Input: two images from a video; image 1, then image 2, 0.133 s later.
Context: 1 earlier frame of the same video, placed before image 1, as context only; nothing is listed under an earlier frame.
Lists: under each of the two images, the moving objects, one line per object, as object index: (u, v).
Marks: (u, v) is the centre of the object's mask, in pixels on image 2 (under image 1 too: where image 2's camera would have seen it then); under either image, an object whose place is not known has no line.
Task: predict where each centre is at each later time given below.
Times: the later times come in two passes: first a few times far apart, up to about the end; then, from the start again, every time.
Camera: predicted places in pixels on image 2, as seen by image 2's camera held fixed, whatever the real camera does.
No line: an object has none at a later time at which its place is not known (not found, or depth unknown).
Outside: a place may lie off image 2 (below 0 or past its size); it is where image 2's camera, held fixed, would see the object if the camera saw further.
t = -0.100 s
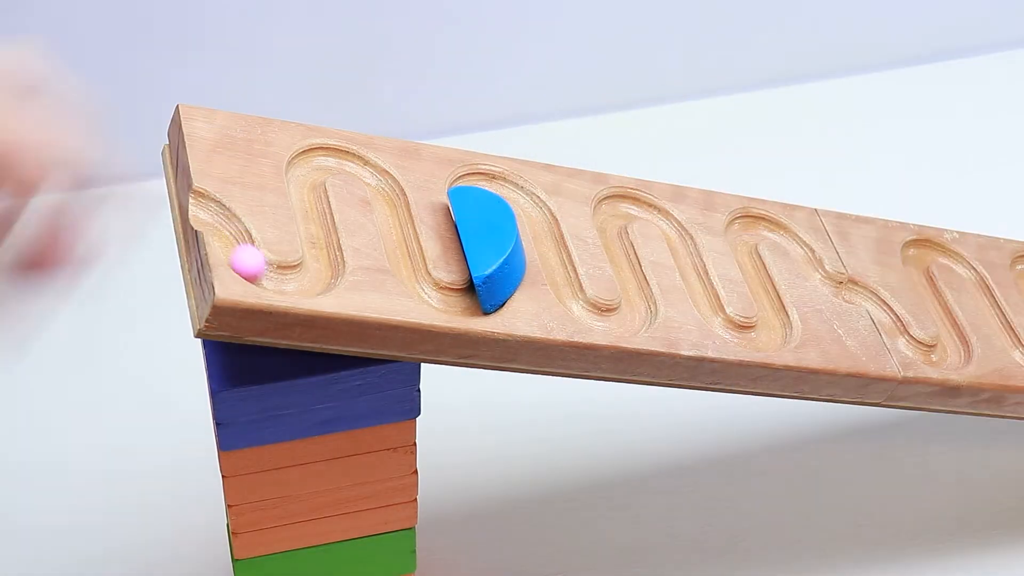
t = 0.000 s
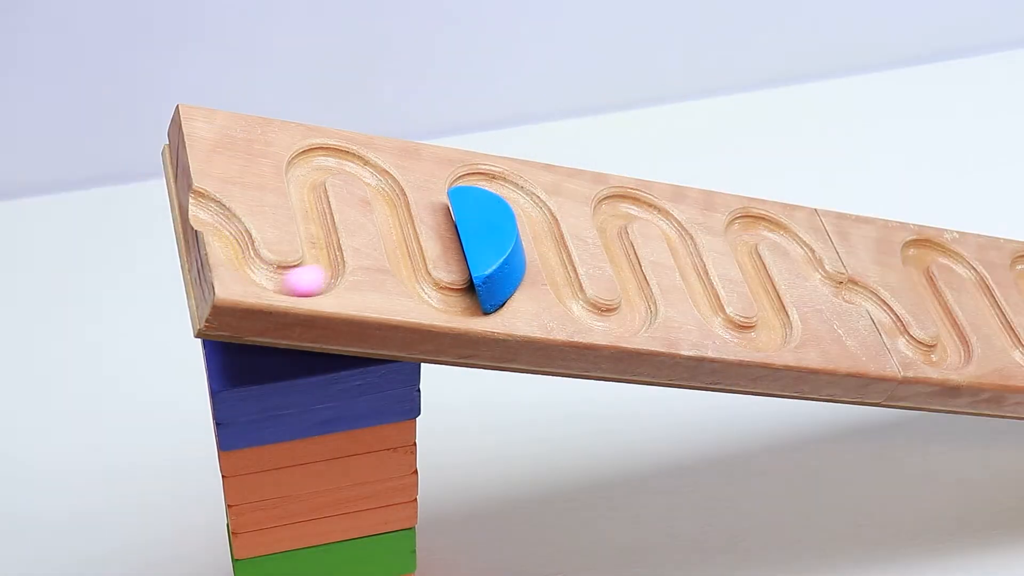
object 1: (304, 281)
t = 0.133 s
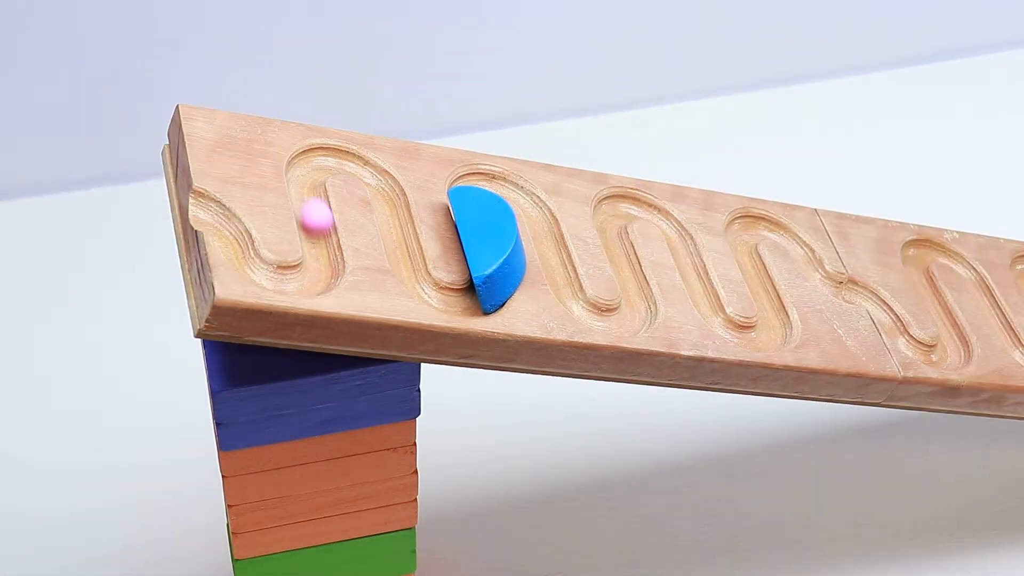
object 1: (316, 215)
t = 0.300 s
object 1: (346, 158)
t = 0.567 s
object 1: (426, 288)
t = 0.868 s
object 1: (466, 304)
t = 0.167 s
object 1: (310, 198)
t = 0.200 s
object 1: (308, 180)
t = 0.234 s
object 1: (308, 165)
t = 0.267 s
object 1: (321, 158)
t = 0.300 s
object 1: (346, 158)
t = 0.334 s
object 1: (373, 173)
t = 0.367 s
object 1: (391, 191)
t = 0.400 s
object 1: (395, 210)
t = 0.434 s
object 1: (396, 227)
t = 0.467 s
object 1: (403, 242)
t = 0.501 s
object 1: (407, 258)
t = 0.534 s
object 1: (413, 274)
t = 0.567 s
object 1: (426, 288)
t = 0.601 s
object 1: (447, 299)
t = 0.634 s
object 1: (464, 304)
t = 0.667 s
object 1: (467, 304)
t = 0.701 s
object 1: (466, 304)
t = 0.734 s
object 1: (466, 304)
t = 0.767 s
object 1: (466, 304)
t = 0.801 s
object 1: (466, 304)
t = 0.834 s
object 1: (466, 304)
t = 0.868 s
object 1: (466, 304)
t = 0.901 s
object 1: (466, 304)
